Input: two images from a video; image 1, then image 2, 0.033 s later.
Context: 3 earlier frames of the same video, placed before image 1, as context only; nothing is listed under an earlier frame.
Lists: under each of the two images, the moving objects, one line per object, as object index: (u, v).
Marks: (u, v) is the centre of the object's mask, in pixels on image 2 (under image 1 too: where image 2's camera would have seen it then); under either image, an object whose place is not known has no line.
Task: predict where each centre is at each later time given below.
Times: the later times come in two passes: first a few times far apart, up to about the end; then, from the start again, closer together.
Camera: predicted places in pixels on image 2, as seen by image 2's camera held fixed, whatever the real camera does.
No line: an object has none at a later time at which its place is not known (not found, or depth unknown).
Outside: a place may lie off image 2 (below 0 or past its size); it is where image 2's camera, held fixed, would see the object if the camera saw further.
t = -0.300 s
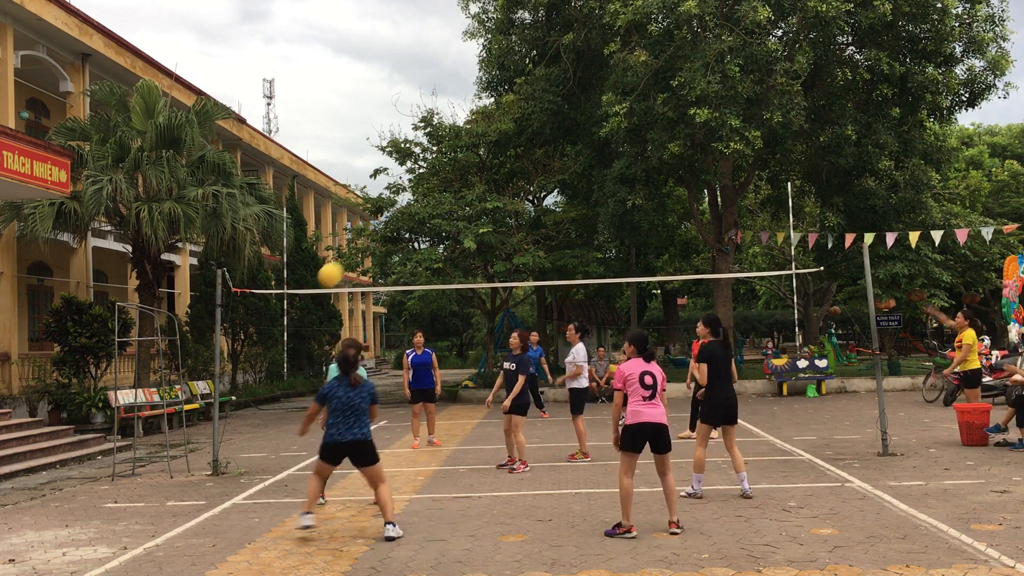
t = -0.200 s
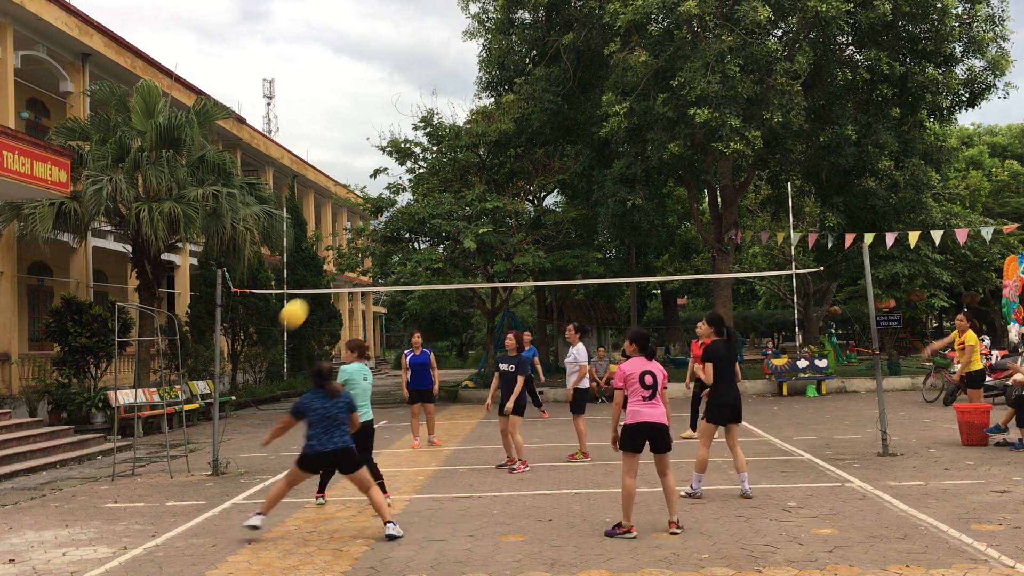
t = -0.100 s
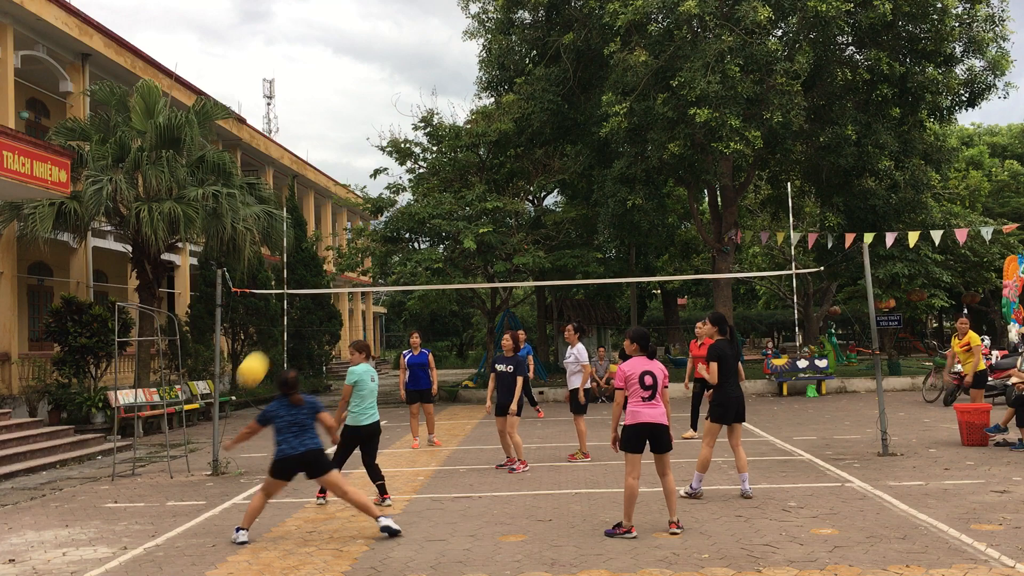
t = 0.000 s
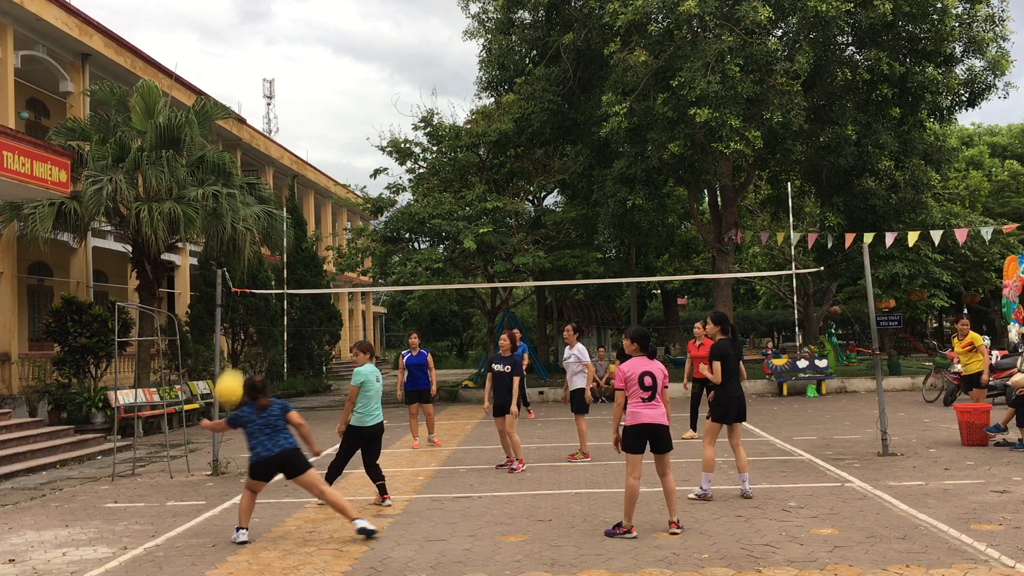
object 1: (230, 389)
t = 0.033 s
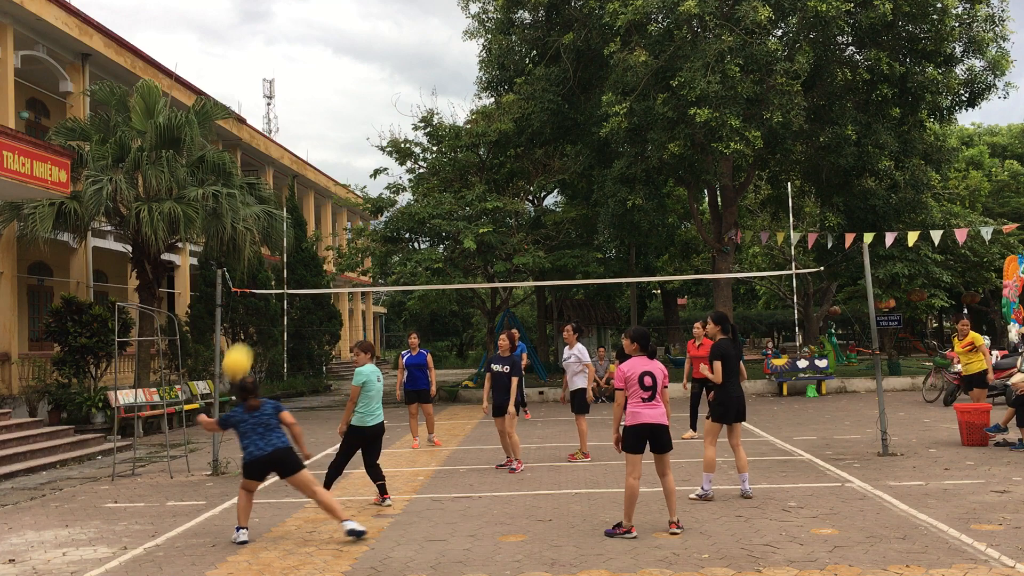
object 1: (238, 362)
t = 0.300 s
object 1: (302, 203)
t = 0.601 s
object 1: (373, 129)
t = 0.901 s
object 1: (444, 154)
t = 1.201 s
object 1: (513, 273)
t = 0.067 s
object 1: (246, 337)
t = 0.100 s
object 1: (254, 313)
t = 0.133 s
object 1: (262, 291)
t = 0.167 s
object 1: (270, 271)
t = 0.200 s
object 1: (278, 252)
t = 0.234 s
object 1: (286, 234)
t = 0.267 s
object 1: (294, 218)
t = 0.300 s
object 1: (302, 203)
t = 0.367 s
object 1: (318, 178)
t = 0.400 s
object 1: (326, 166)
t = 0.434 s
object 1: (334, 157)
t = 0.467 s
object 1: (342, 149)
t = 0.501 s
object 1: (350, 142)
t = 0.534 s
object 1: (358, 136)
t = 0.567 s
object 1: (366, 132)
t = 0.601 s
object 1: (373, 129)
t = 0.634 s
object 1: (381, 127)
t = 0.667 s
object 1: (389, 126)
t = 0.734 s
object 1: (405, 128)
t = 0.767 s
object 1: (413, 131)
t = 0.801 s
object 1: (421, 135)
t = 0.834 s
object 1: (428, 141)
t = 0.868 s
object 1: (435, 147)
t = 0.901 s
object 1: (444, 154)
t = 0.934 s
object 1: (451, 163)
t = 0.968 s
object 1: (459, 172)
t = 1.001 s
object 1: (467, 184)
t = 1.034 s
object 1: (474, 196)
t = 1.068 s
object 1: (482, 210)
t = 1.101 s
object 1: (490, 224)
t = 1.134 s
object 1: (498, 240)
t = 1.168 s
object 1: (506, 256)
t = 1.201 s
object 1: (513, 273)
